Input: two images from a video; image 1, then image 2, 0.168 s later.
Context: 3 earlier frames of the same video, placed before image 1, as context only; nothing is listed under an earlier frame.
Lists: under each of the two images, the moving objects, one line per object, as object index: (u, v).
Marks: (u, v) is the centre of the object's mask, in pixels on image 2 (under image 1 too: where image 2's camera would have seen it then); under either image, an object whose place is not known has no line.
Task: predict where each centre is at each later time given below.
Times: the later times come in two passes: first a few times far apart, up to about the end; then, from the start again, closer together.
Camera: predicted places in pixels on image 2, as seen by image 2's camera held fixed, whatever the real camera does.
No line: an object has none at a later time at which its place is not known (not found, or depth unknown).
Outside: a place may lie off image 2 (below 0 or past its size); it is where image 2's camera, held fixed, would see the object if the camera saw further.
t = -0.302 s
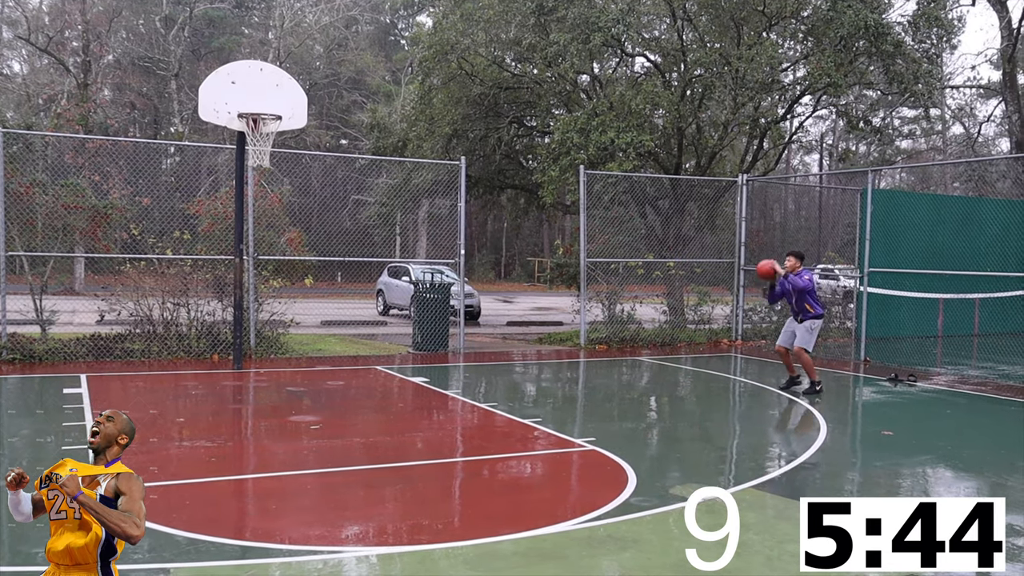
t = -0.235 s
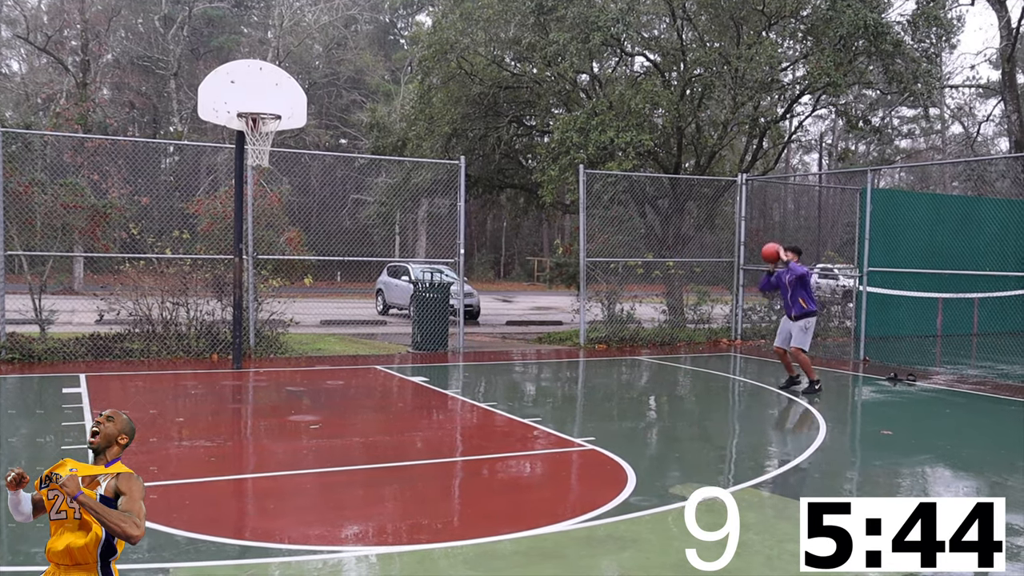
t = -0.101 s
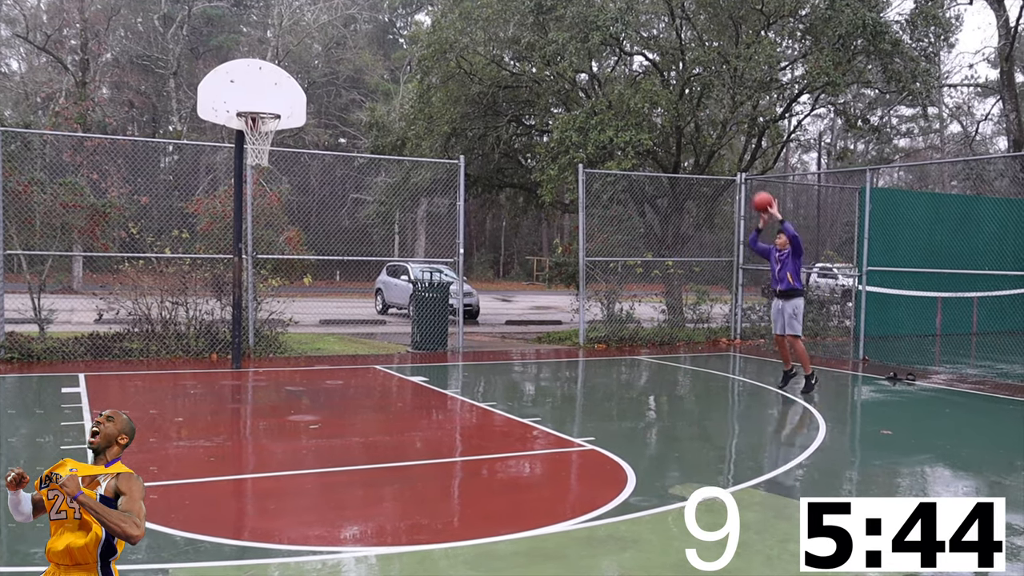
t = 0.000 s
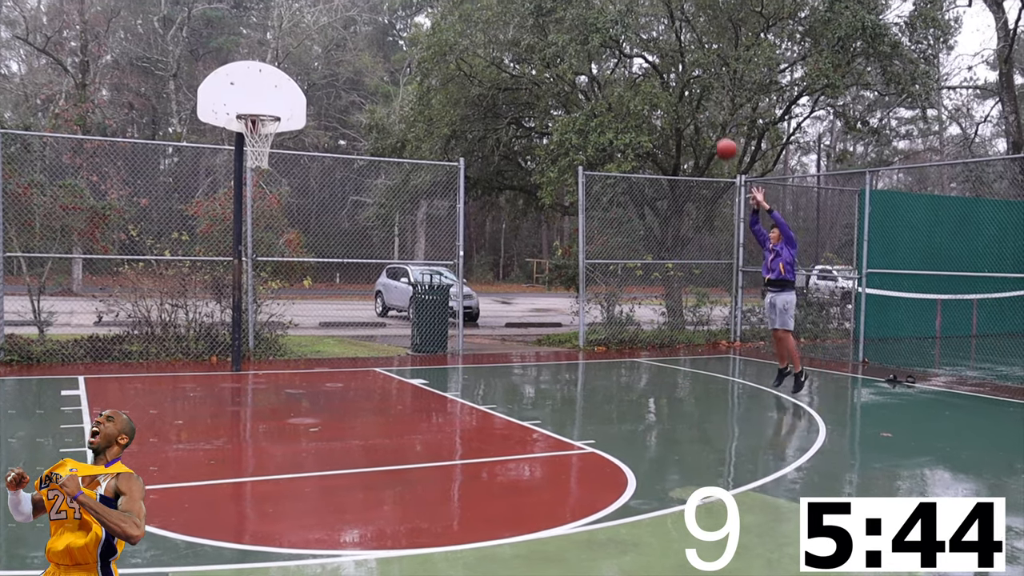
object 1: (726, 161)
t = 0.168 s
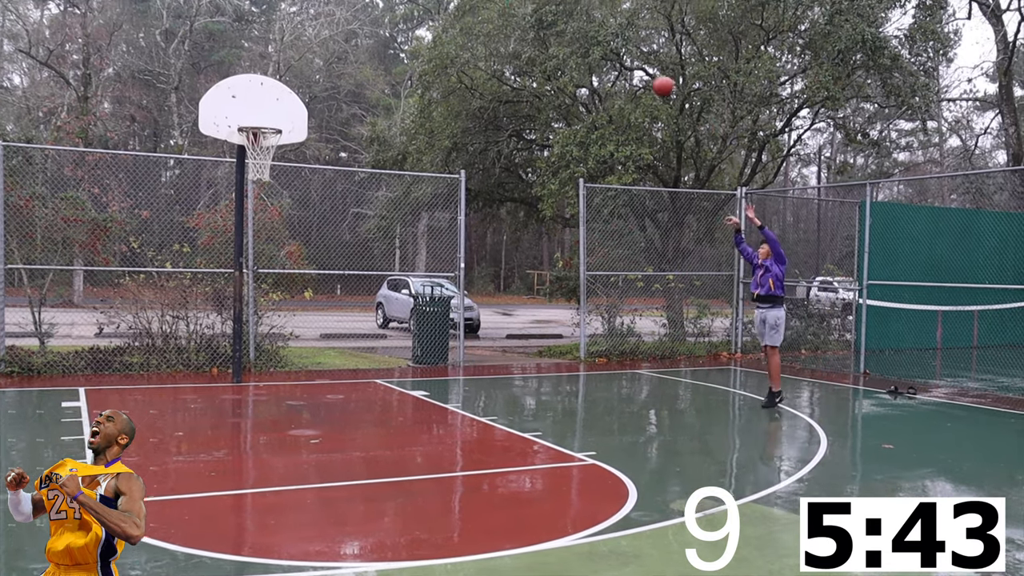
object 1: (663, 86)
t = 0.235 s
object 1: (637, 62)
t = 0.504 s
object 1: (532, 4)
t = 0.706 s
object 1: (452, 2)
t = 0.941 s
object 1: (358, 43)
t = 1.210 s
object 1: (246, 144)
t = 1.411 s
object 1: (233, 147)
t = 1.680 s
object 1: (235, 179)
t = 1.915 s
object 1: (236, 258)
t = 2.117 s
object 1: (237, 361)
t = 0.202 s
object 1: (651, 74)
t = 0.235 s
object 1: (637, 62)
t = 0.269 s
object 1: (624, 51)
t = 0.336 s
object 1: (598, 33)
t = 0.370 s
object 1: (585, 26)
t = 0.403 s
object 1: (572, 19)
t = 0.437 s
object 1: (559, 13)
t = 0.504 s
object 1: (532, 4)
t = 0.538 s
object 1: (519, 2)
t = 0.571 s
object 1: (506, 1)
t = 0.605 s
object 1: (493, 0)
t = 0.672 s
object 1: (466, 1)
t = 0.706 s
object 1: (452, 2)
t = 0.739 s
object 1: (439, 4)
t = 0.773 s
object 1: (426, 8)
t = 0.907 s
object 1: (372, 34)
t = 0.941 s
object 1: (358, 43)
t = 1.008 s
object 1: (331, 63)
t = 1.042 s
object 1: (317, 74)
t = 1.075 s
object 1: (304, 87)
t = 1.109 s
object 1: (290, 102)
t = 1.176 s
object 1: (262, 131)
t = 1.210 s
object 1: (246, 144)
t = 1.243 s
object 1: (239, 149)
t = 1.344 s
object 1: (233, 148)
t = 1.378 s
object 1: (233, 147)
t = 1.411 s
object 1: (233, 147)
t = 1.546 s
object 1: (234, 154)
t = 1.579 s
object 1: (234, 158)
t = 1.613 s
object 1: (235, 164)
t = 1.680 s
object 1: (235, 179)
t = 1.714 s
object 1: (235, 187)
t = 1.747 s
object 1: (235, 196)
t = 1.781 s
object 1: (236, 207)
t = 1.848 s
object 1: (236, 230)
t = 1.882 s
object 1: (236, 243)
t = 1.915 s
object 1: (236, 258)
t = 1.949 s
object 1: (236, 272)
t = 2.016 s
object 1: (237, 305)
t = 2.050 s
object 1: (237, 323)
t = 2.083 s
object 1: (237, 342)
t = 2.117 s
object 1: (237, 361)
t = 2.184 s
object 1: (239, 379)
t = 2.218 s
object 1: (239, 364)
